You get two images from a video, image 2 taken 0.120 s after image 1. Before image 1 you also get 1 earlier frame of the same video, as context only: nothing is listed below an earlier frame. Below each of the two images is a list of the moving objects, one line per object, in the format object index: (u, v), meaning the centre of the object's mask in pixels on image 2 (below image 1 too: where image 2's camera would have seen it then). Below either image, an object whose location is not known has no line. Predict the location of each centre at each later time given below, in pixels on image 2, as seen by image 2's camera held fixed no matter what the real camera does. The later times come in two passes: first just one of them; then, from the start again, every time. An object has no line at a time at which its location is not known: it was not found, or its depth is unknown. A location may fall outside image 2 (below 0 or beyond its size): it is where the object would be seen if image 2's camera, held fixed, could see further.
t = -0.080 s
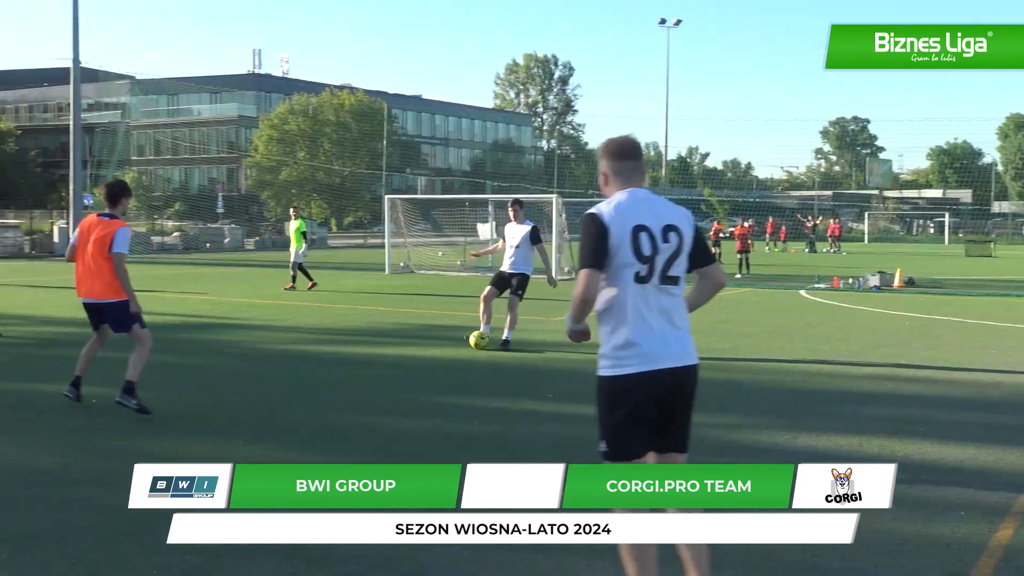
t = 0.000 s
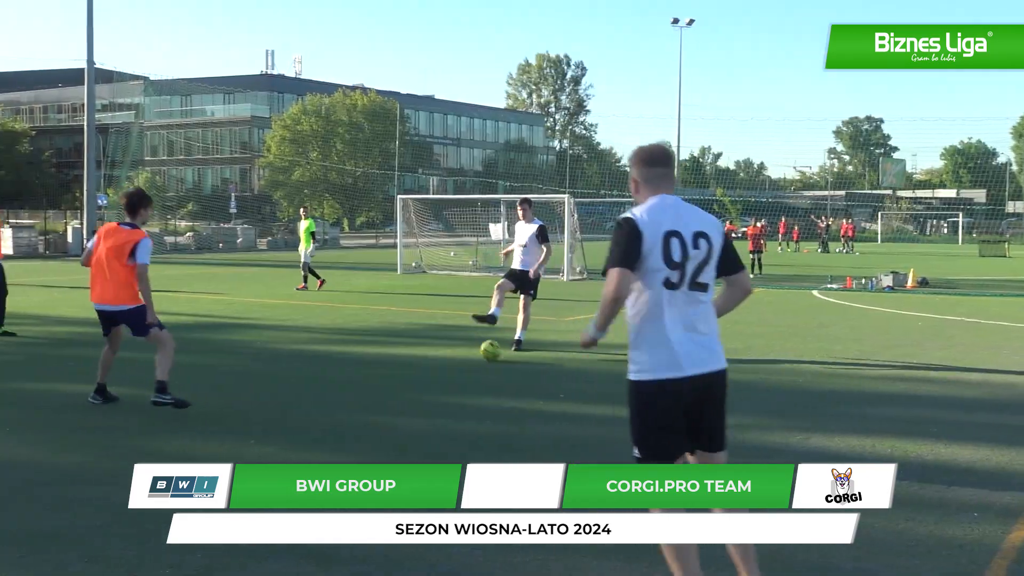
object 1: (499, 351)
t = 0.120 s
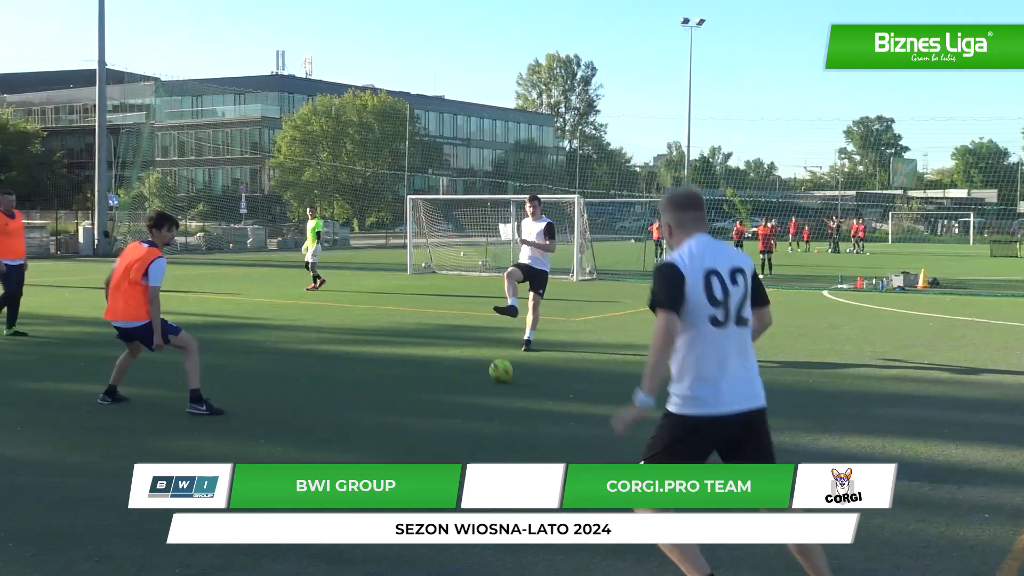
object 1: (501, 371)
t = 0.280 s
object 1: (505, 405)
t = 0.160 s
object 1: (502, 378)
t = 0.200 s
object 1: (502, 385)
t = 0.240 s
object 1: (504, 395)
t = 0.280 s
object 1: (505, 405)
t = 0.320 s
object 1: (506, 413)
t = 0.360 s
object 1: (506, 425)
